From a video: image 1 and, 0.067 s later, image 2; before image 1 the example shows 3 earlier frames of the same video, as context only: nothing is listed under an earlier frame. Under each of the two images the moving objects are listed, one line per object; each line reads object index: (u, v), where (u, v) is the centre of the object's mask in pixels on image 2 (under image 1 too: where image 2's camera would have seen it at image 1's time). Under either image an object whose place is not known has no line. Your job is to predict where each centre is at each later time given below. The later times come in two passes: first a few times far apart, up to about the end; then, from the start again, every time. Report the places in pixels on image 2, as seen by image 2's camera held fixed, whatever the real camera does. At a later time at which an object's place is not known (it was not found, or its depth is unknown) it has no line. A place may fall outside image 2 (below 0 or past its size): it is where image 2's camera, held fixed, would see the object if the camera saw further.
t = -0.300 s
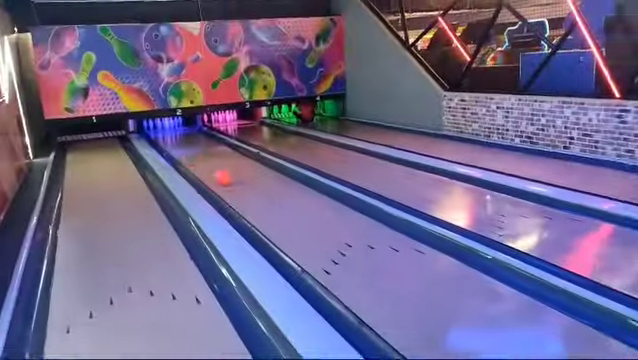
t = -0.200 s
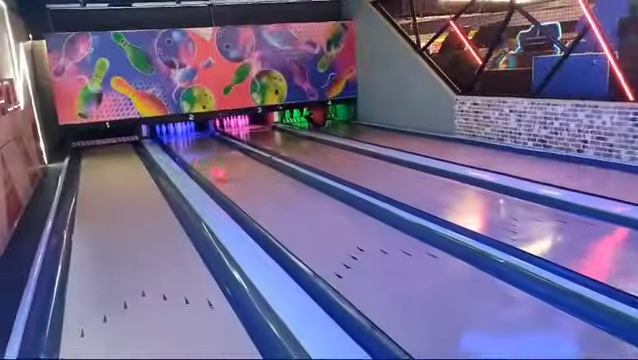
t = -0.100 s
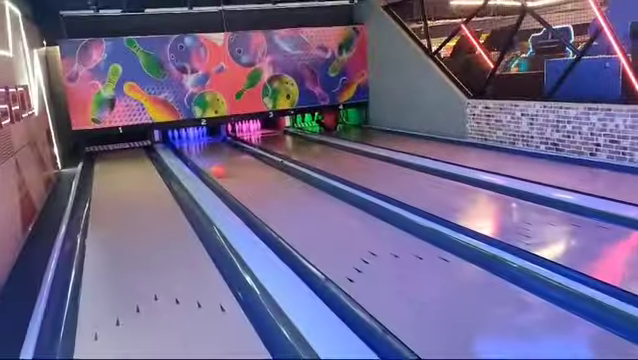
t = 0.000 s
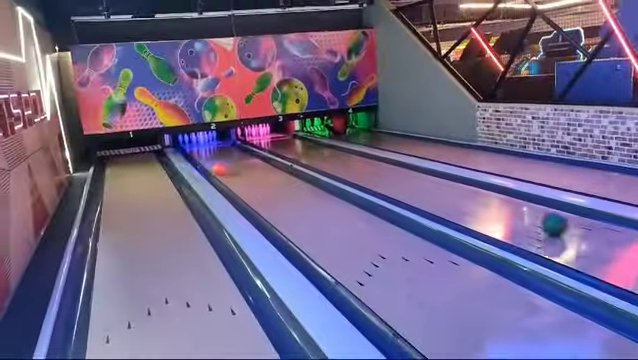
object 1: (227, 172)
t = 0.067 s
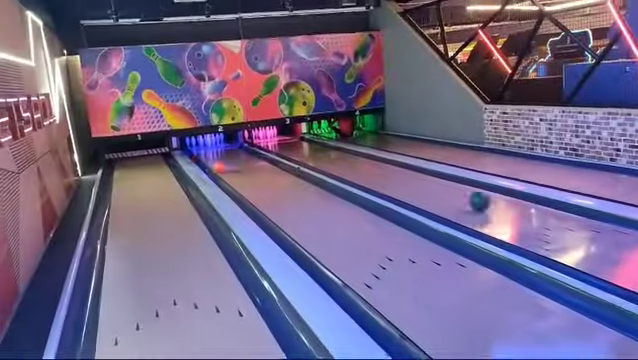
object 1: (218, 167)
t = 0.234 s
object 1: (207, 161)
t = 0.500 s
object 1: (194, 157)
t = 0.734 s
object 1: (187, 151)
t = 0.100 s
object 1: (216, 166)
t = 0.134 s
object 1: (214, 165)
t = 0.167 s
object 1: (211, 164)
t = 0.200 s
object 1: (209, 163)
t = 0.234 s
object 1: (207, 161)
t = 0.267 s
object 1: (205, 160)
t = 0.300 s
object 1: (202, 159)
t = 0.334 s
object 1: (201, 159)
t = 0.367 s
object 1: (198, 159)
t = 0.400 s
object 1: (196, 159)
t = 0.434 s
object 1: (194, 158)
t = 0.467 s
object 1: (194, 157)
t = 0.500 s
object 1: (194, 157)
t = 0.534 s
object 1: (192, 156)
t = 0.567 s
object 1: (191, 155)
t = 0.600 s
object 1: (190, 153)
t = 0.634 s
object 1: (189, 153)
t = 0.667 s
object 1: (188, 151)
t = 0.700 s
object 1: (188, 151)
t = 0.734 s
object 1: (187, 151)
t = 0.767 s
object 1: (187, 151)
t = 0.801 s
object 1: (186, 150)
